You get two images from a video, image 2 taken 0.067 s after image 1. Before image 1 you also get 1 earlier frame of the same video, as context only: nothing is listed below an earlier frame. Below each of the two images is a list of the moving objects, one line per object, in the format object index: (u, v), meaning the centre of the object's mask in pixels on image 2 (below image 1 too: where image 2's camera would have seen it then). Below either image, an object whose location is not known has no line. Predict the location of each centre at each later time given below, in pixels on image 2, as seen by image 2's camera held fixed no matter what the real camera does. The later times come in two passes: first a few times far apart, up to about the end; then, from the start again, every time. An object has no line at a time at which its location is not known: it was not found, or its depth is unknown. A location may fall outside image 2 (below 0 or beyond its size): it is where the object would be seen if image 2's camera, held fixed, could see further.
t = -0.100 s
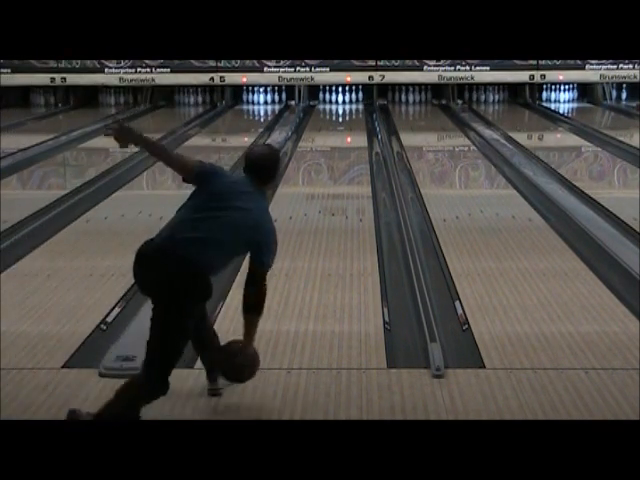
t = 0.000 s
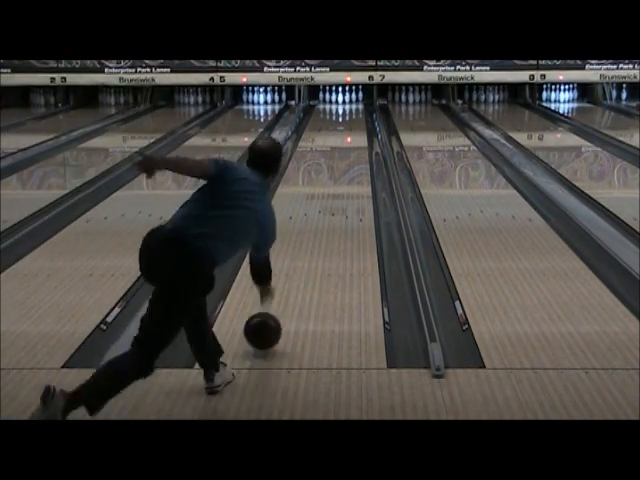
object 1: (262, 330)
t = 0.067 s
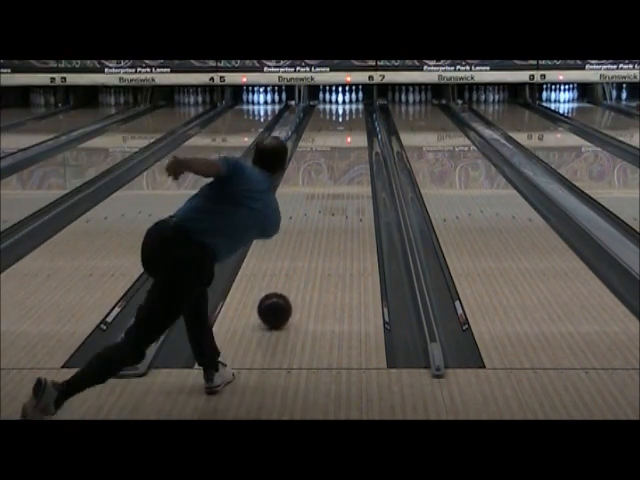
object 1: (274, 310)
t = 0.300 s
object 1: (304, 245)
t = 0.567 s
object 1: (324, 200)
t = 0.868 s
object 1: (338, 167)
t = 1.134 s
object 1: (346, 147)
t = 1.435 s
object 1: (352, 130)
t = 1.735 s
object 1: (354, 117)
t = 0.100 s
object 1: (280, 299)
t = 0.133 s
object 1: (284, 288)
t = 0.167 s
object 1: (289, 278)
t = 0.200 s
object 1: (293, 269)
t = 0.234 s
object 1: (297, 260)
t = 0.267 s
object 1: (301, 253)
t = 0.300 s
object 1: (304, 245)
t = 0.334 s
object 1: (307, 238)
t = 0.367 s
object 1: (310, 232)
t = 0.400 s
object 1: (313, 226)
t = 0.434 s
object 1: (315, 220)
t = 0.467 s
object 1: (318, 214)
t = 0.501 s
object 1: (320, 209)
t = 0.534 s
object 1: (322, 204)
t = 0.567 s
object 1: (324, 200)
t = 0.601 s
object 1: (326, 196)
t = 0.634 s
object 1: (328, 192)
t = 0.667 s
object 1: (330, 188)
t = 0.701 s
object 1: (331, 184)
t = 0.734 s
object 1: (333, 180)
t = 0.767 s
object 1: (334, 177)
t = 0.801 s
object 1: (335, 173)
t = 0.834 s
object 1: (337, 170)
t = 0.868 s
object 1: (338, 167)
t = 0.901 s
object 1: (339, 164)
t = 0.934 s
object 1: (340, 161)
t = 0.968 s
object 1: (341, 159)
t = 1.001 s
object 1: (342, 156)
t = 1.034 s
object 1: (343, 153)
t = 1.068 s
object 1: (344, 151)
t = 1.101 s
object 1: (345, 149)
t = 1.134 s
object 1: (346, 147)
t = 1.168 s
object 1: (347, 145)
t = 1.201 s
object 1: (348, 142)
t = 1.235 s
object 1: (348, 140)
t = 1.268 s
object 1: (349, 138)
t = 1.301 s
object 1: (350, 136)
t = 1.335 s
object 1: (350, 135)
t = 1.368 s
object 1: (351, 133)
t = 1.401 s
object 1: (351, 131)
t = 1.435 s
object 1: (352, 130)
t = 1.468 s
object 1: (352, 128)
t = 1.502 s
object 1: (353, 126)
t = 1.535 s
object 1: (353, 125)
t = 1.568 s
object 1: (353, 124)
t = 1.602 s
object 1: (353, 123)
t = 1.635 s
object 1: (354, 121)
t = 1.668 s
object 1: (354, 120)
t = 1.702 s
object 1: (354, 118)
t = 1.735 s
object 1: (354, 117)
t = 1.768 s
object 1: (354, 116)
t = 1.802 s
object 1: (354, 115)
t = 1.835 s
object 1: (354, 114)
